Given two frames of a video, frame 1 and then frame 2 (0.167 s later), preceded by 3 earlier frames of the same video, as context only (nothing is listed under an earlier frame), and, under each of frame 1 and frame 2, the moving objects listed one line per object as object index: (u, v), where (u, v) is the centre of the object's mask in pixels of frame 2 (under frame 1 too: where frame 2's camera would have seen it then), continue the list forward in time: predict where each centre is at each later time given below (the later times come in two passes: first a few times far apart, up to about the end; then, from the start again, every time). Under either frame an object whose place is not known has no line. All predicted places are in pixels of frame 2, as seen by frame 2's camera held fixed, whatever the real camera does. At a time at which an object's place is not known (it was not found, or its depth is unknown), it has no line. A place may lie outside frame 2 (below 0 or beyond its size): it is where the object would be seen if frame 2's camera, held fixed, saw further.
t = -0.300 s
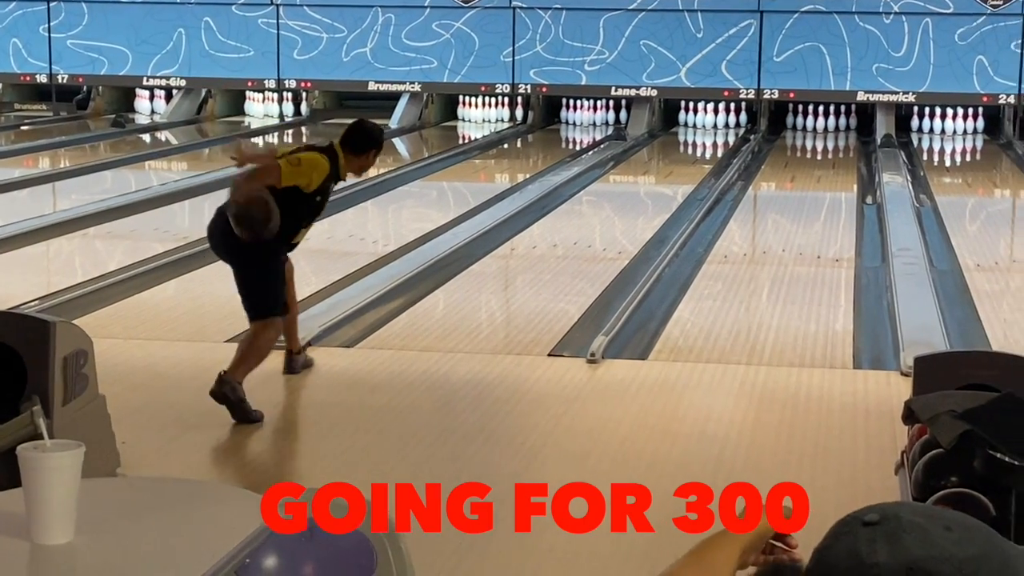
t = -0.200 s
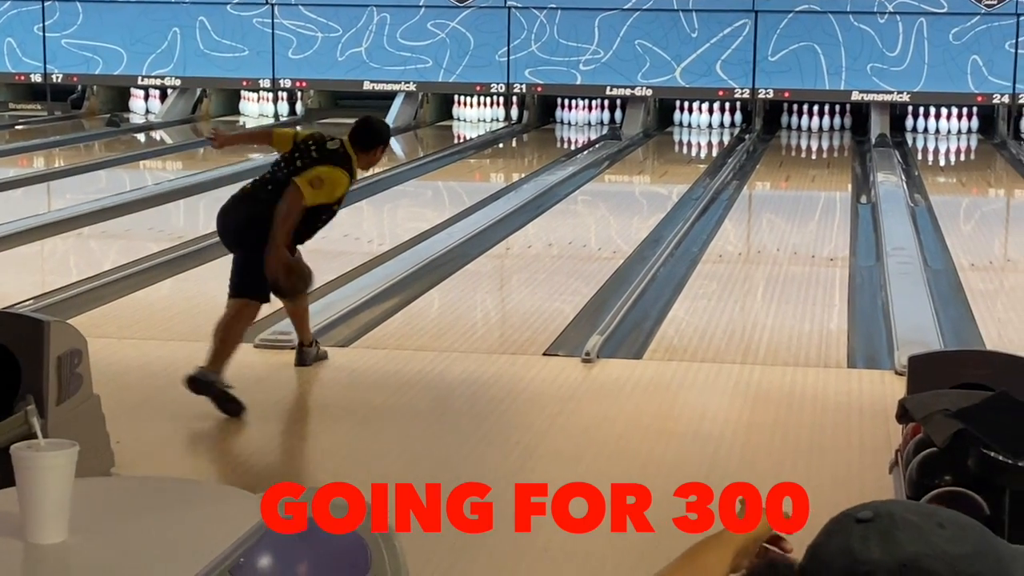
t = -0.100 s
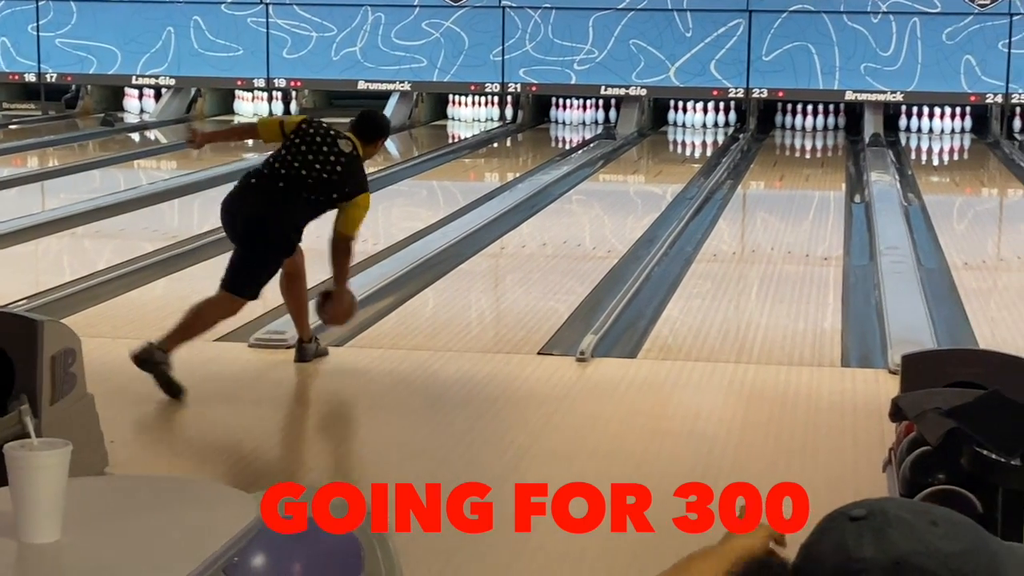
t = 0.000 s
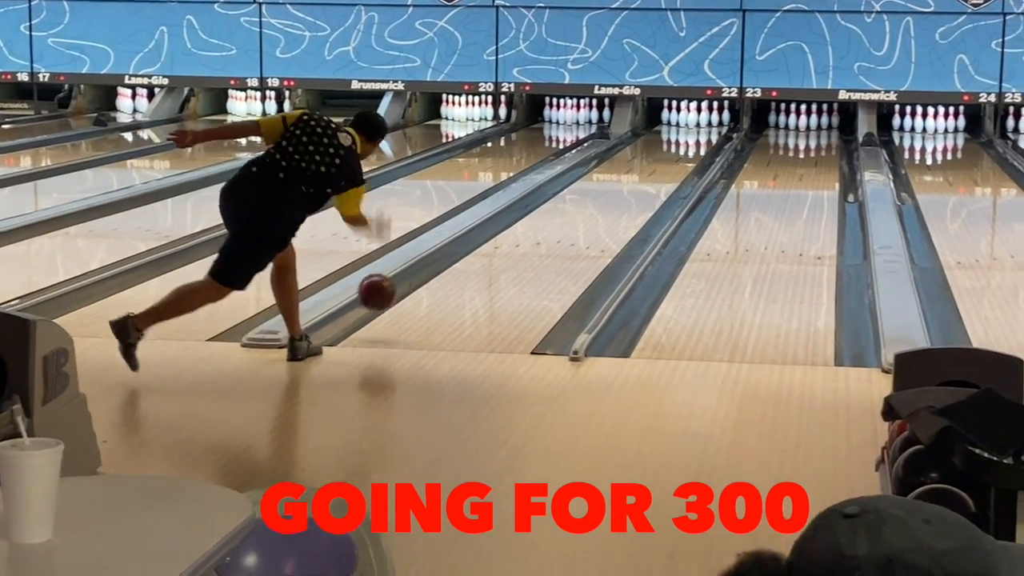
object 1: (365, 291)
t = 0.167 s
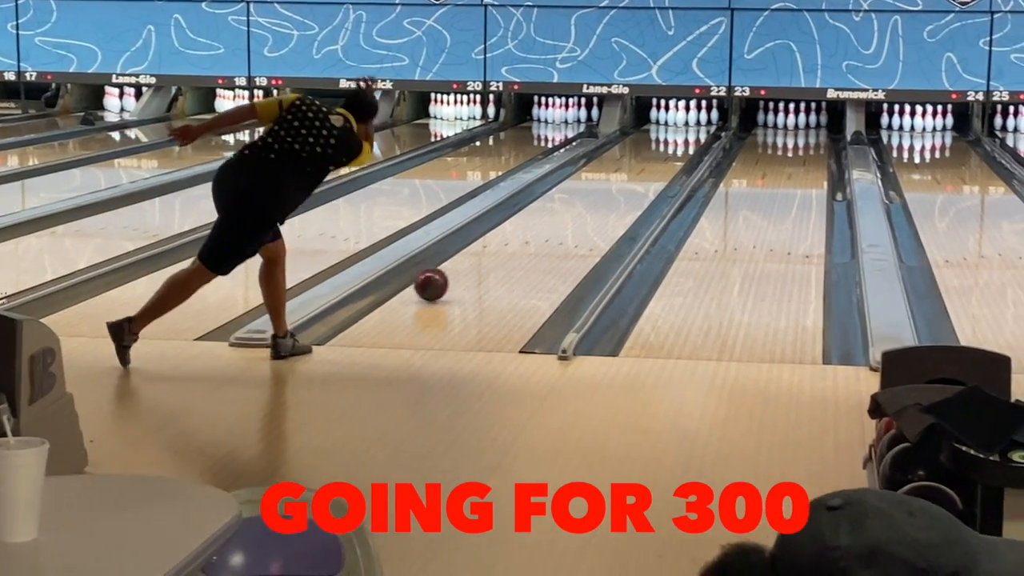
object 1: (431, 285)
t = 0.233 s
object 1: (453, 272)
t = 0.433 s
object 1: (508, 242)
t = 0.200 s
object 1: (442, 278)
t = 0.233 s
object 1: (453, 272)
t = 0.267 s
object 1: (463, 268)
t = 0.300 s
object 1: (473, 262)
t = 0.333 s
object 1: (483, 257)
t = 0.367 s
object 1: (491, 251)
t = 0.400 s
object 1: (500, 246)
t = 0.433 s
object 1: (508, 242)
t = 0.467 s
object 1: (516, 237)
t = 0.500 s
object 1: (524, 233)
